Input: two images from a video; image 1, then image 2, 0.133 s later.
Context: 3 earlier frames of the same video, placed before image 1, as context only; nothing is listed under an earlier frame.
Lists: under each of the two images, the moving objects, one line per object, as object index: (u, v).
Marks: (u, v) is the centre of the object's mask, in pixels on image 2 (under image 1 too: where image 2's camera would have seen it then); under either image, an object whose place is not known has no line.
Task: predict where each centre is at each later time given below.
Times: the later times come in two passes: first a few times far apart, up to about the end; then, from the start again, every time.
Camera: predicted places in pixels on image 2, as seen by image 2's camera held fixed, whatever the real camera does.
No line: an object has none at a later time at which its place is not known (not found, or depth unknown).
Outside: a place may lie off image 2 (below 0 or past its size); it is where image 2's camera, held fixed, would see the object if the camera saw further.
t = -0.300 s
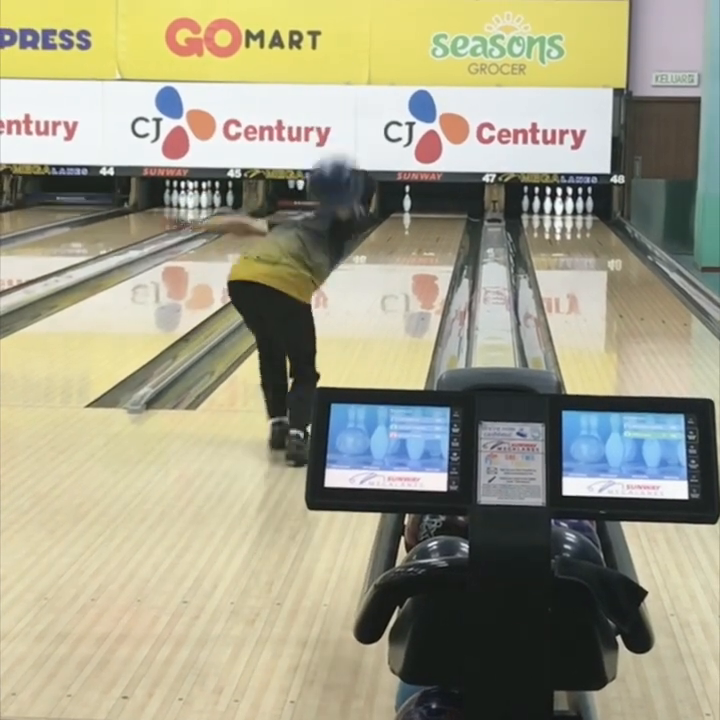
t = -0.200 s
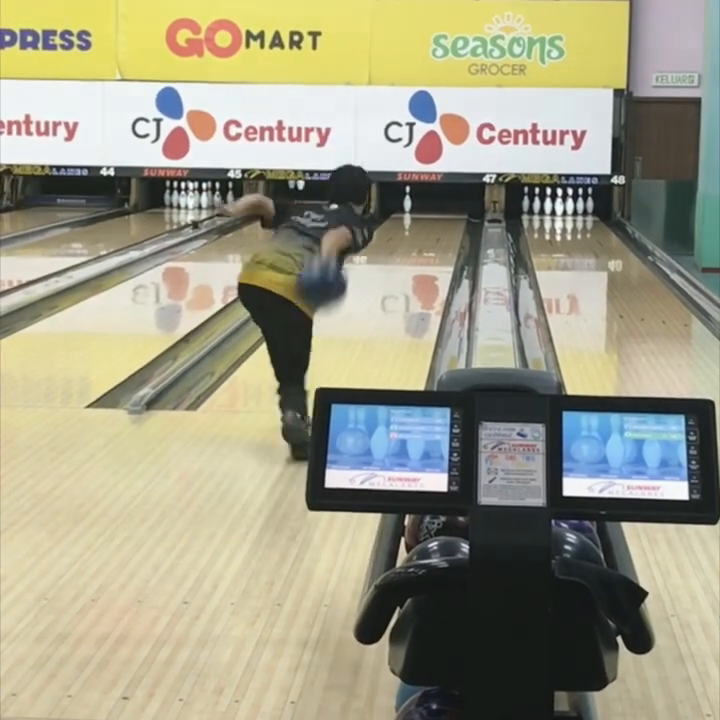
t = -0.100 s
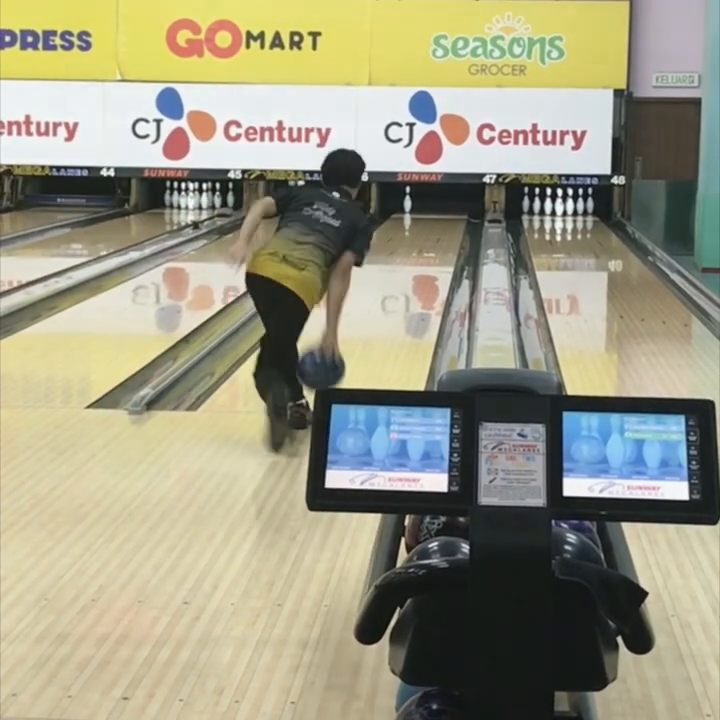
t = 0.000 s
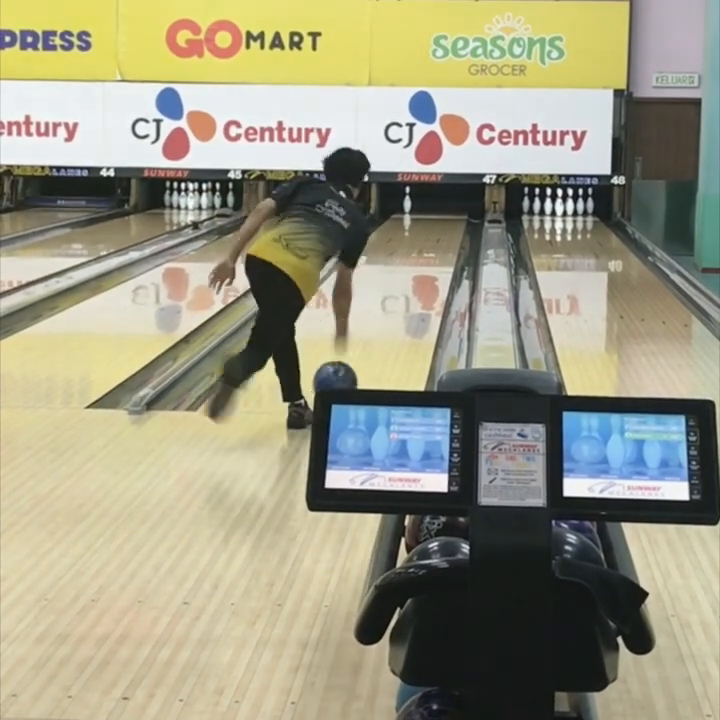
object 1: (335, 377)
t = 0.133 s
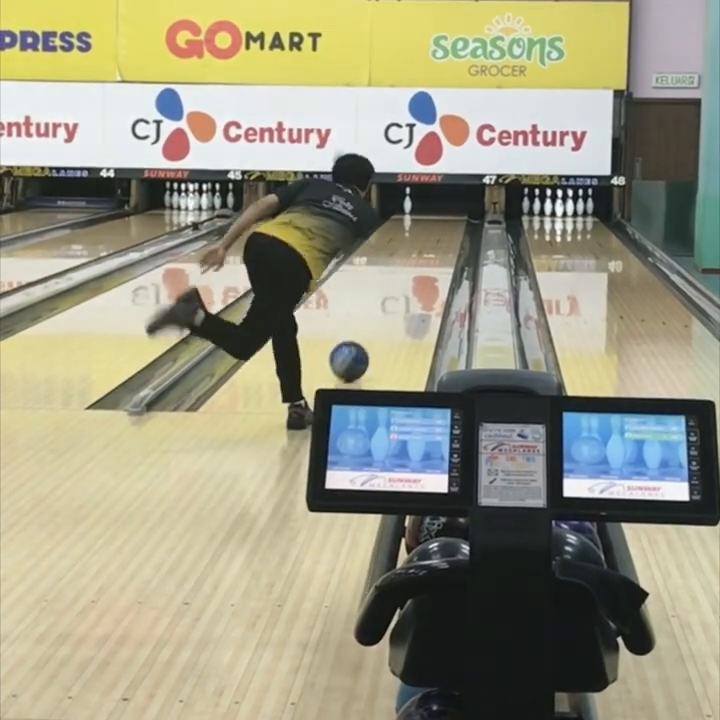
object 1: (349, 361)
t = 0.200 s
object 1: (354, 348)
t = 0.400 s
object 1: (369, 316)
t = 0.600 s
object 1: (379, 293)
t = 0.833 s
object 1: (388, 271)
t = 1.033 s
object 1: (394, 256)
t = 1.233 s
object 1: (398, 244)
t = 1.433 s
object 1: (402, 234)
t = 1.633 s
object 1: (405, 224)
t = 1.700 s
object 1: (406, 223)
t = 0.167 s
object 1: (352, 354)
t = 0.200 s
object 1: (354, 348)
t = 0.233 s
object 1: (357, 342)
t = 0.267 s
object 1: (360, 336)
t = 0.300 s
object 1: (362, 331)
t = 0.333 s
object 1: (364, 326)
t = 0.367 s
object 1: (366, 321)
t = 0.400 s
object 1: (369, 316)
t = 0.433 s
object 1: (370, 312)
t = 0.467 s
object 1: (372, 307)
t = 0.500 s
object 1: (374, 303)
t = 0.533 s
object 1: (375, 299)
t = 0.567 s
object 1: (377, 295)
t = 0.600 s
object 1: (379, 293)
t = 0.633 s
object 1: (383, 289)
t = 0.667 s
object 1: (383, 286)
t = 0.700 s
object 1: (383, 282)
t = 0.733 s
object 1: (384, 279)
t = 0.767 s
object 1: (385, 276)
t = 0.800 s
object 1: (387, 273)
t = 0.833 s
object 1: (388, 271)
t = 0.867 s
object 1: (389, 268)
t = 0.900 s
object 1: (390, 266)
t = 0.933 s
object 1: (391, 264)
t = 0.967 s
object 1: (392, 261)
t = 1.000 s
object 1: (393, 259)
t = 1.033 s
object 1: (394, 256)
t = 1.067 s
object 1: (395, 255)
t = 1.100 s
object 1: (396, 252)
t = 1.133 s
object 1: (396, 250)
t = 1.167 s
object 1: (397, 248)
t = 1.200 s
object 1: (398, 247)
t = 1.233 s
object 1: (398, 244)
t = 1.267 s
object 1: (399, 243)
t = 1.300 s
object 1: (400, 241)
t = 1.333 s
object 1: (400, 239)
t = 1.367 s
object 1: (401, 237)
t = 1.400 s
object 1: (402, 236)
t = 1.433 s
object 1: (402, 234)
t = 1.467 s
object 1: (404, 233)
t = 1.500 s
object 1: (404, 231)
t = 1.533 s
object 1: (404, 229)
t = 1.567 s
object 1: (405, 228)
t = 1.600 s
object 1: (405, 225)
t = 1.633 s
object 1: (405, 224)
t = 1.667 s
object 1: (405, 223)
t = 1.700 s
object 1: (406, 223)
